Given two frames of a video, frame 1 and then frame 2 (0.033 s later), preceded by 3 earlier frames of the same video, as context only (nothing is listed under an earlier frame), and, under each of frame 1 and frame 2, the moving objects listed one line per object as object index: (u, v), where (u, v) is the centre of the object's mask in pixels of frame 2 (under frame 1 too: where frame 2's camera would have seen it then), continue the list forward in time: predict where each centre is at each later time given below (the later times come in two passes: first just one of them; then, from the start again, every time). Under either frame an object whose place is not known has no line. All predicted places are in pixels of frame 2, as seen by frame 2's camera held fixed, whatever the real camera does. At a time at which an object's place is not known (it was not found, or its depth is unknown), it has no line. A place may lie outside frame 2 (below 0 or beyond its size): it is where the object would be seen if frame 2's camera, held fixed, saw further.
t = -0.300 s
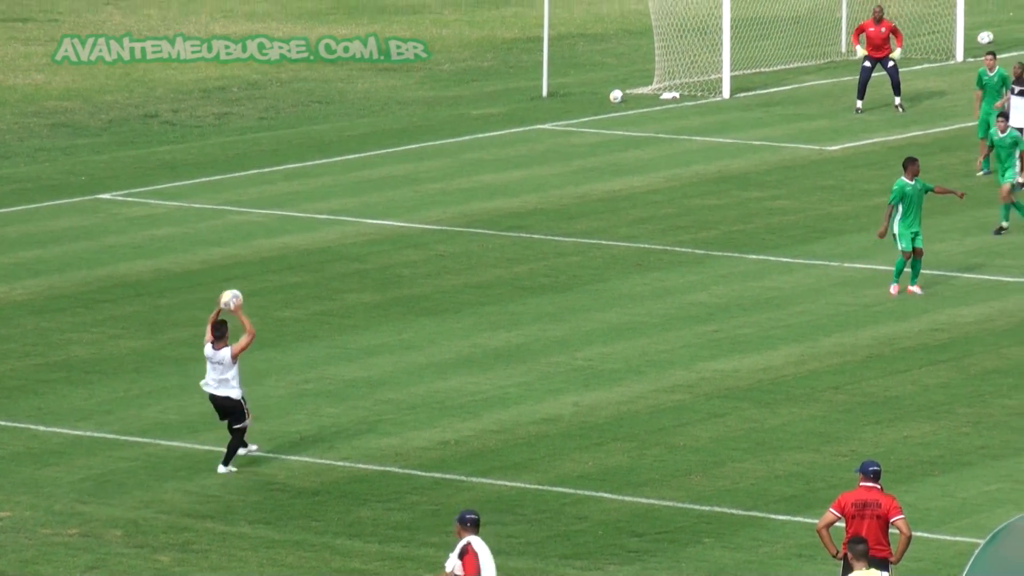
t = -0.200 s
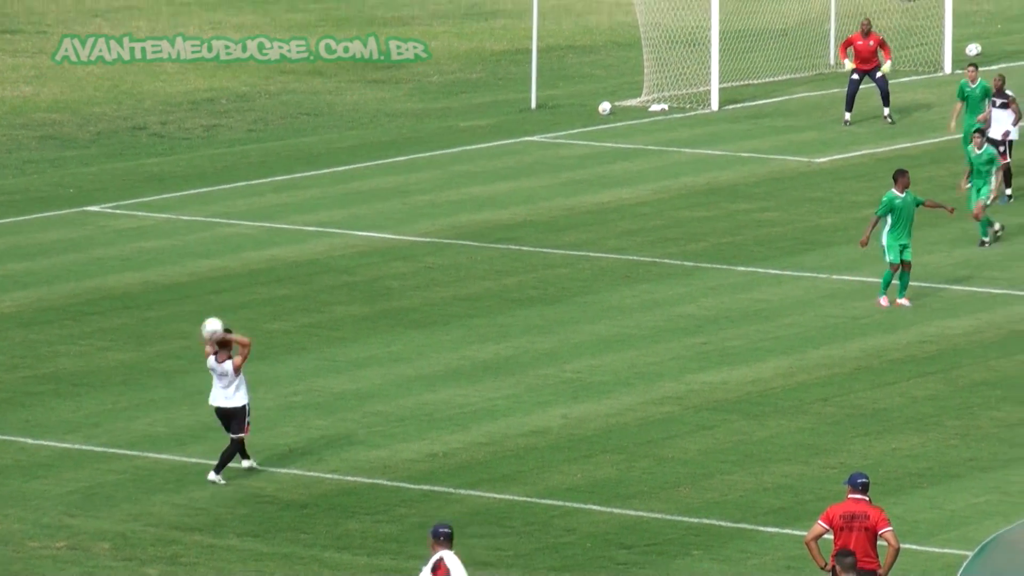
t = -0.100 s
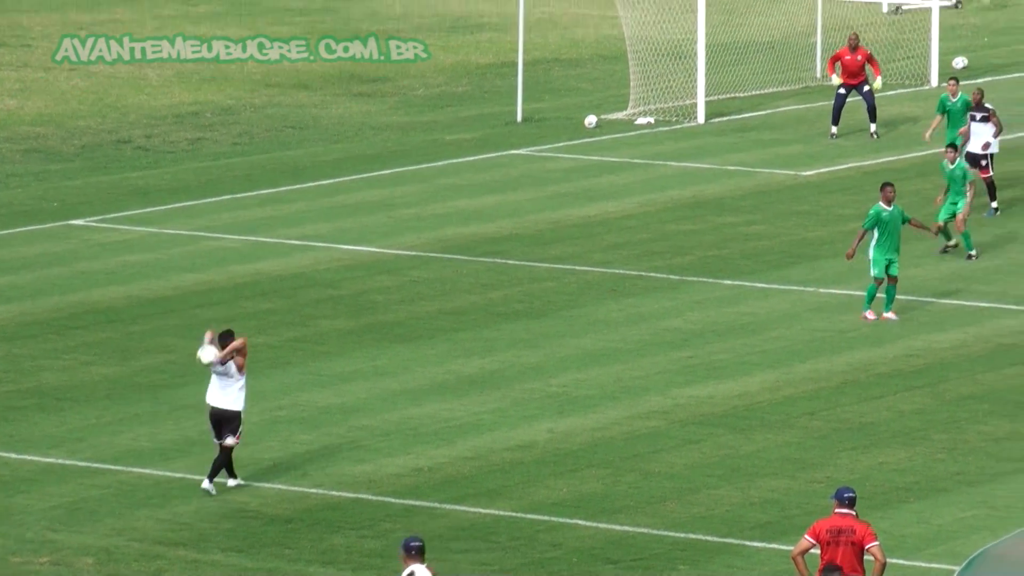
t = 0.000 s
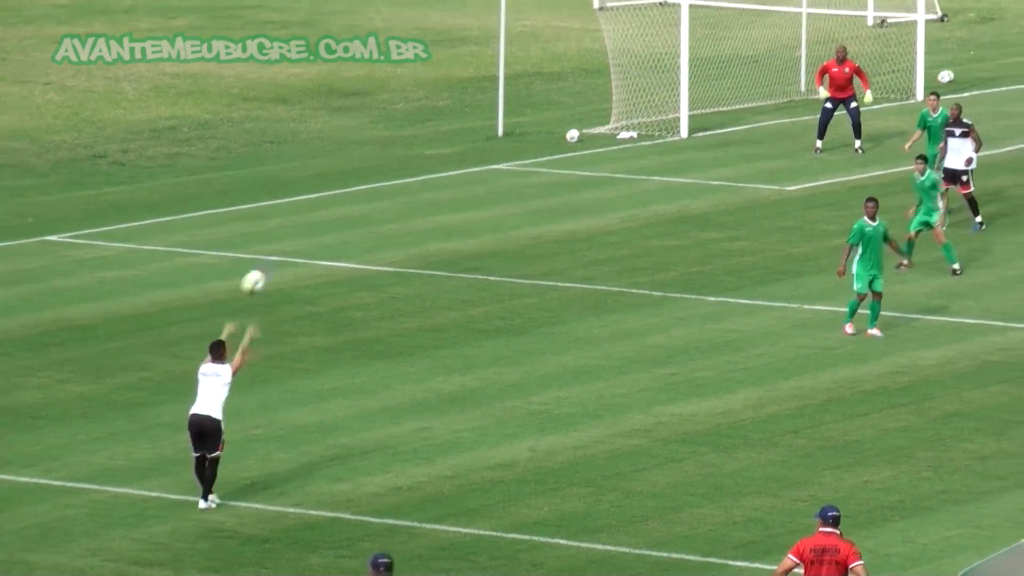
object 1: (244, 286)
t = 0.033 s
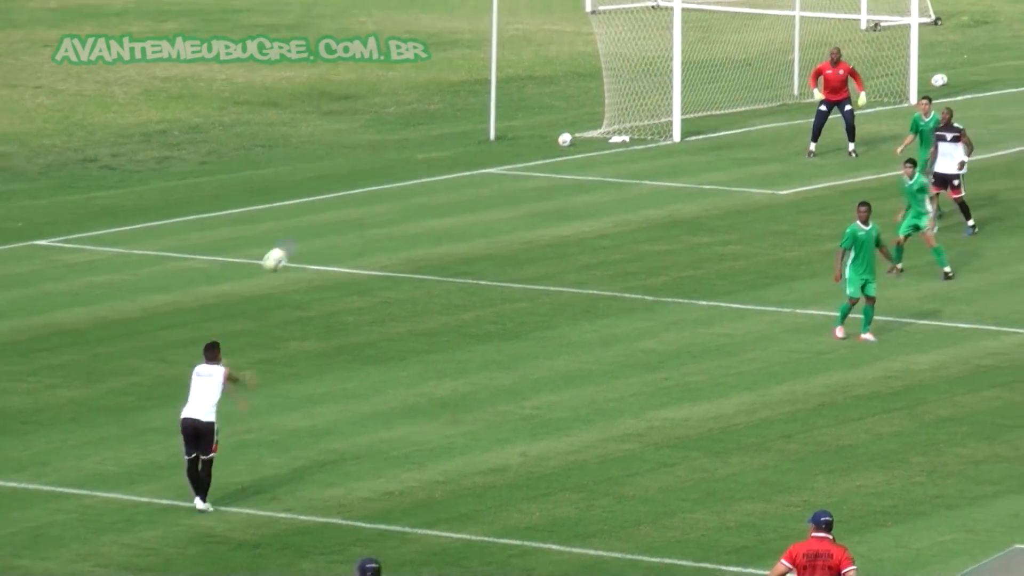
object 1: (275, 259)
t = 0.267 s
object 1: (464, 115)
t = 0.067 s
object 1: (305, 235)
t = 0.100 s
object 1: (333, 212)
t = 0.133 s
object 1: (361, 191)
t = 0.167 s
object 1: (388, 170)
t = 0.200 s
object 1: (415, 150)
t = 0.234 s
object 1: (440, 132)
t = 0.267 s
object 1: (464, 115)
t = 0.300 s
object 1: (487, 100)
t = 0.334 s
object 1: (511, 84)
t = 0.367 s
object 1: (533, 71)
